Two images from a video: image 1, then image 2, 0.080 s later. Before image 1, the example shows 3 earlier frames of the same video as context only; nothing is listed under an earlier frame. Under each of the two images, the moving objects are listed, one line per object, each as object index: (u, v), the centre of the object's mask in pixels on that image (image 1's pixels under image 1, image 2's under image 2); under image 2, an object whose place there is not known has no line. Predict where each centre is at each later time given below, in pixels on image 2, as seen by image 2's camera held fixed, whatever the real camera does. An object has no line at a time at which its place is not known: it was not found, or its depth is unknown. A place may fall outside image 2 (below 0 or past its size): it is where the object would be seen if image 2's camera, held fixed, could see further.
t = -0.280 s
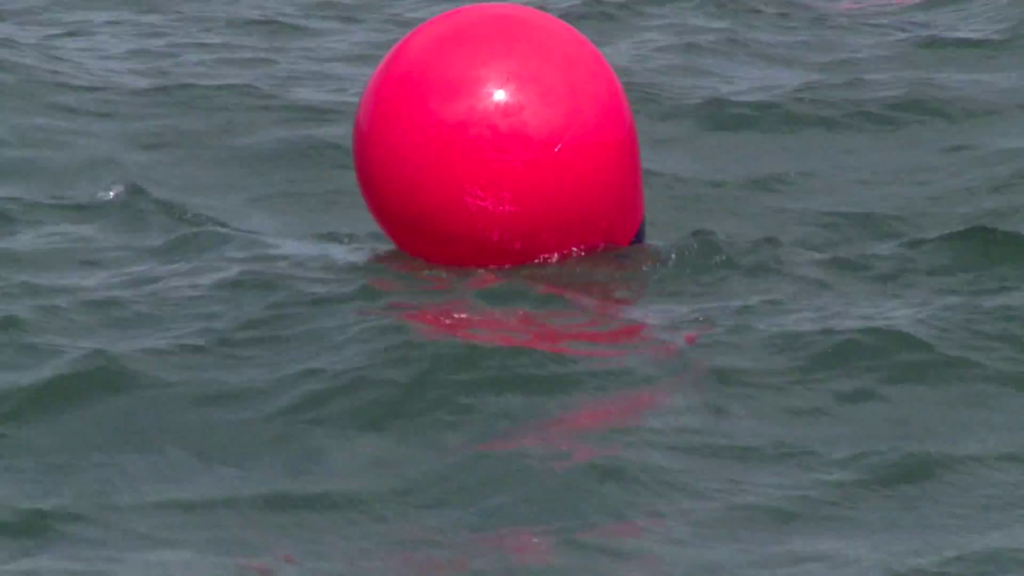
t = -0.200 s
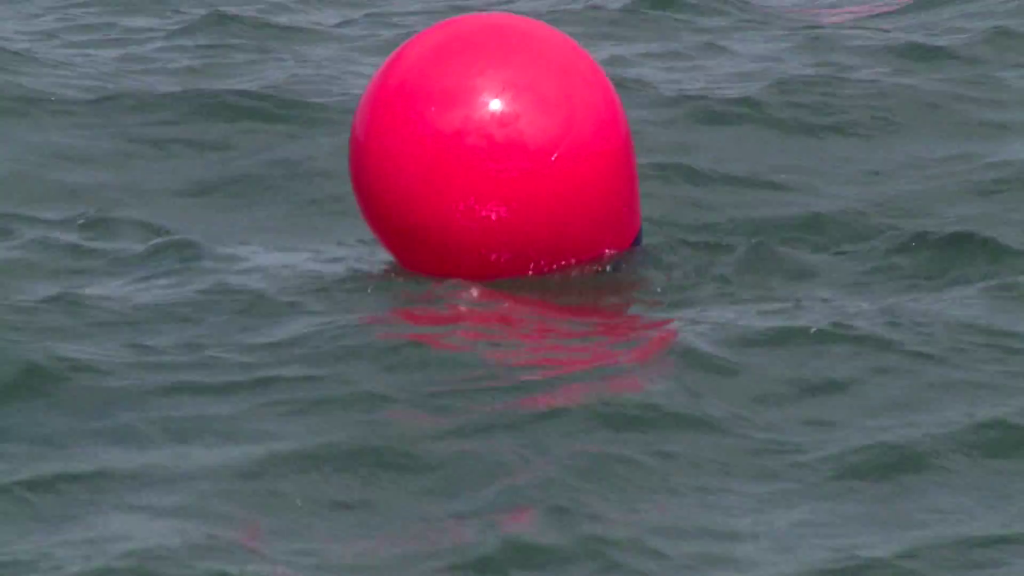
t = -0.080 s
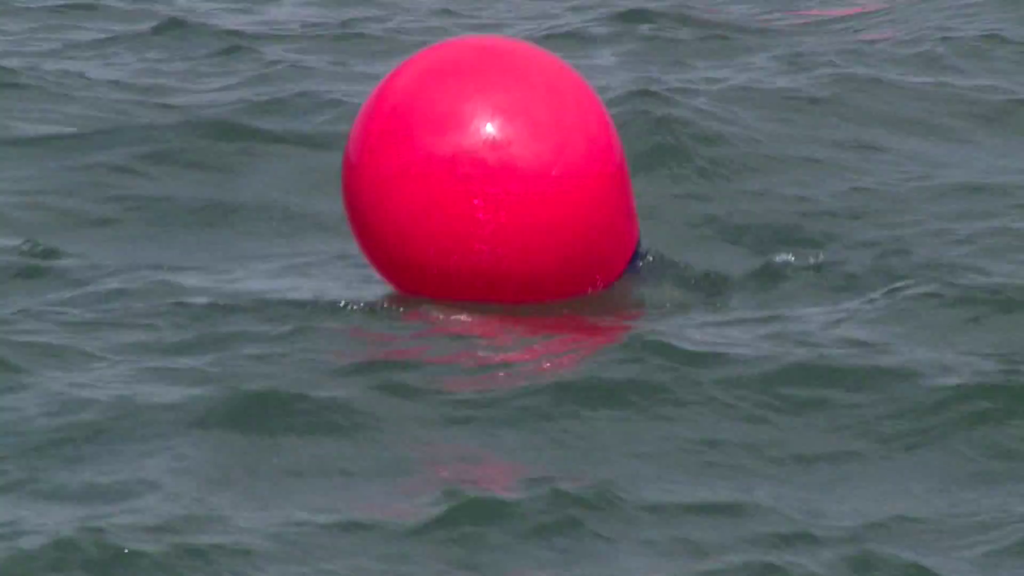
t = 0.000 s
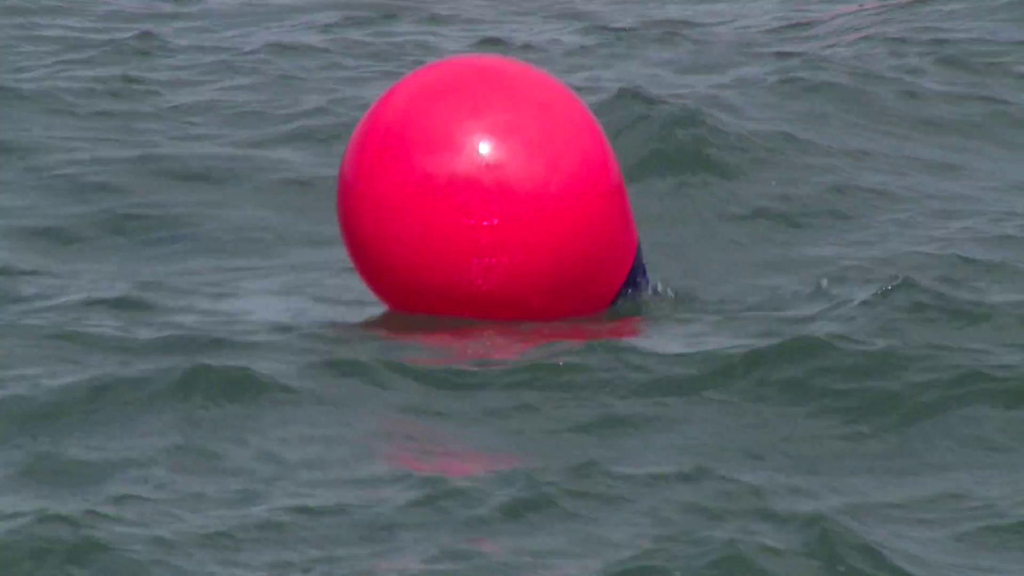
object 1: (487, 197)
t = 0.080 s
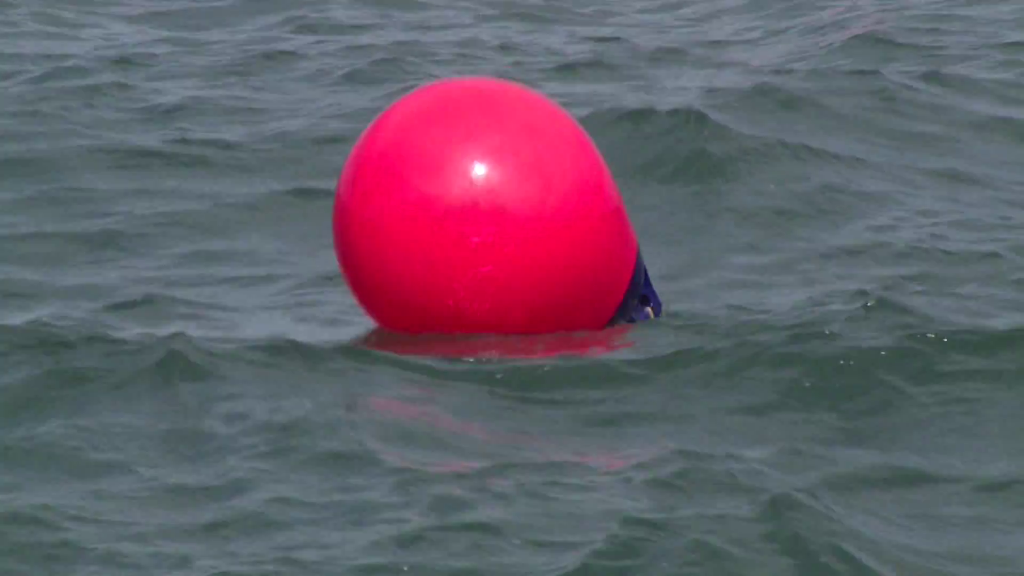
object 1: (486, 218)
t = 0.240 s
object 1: (496, 218)
